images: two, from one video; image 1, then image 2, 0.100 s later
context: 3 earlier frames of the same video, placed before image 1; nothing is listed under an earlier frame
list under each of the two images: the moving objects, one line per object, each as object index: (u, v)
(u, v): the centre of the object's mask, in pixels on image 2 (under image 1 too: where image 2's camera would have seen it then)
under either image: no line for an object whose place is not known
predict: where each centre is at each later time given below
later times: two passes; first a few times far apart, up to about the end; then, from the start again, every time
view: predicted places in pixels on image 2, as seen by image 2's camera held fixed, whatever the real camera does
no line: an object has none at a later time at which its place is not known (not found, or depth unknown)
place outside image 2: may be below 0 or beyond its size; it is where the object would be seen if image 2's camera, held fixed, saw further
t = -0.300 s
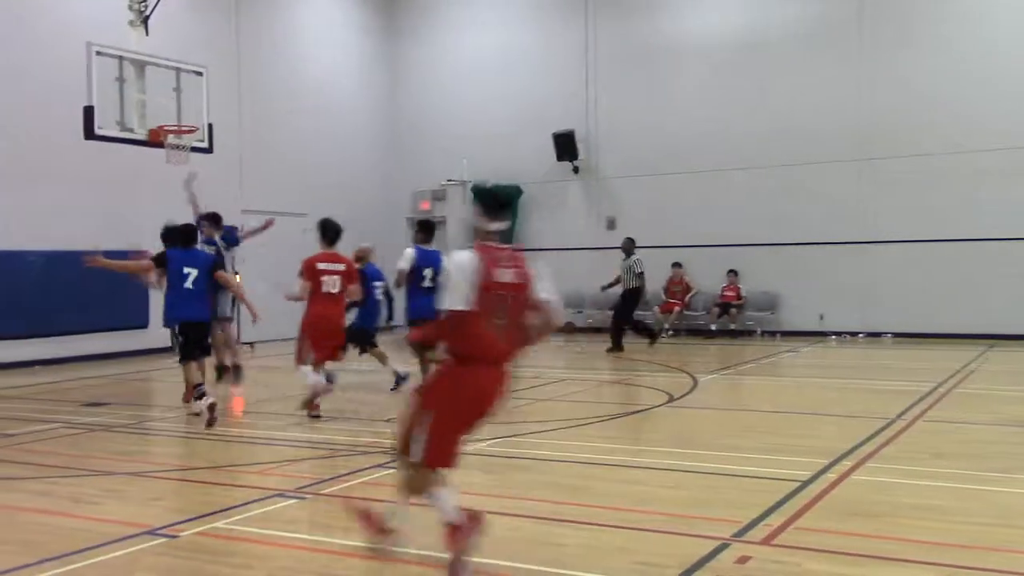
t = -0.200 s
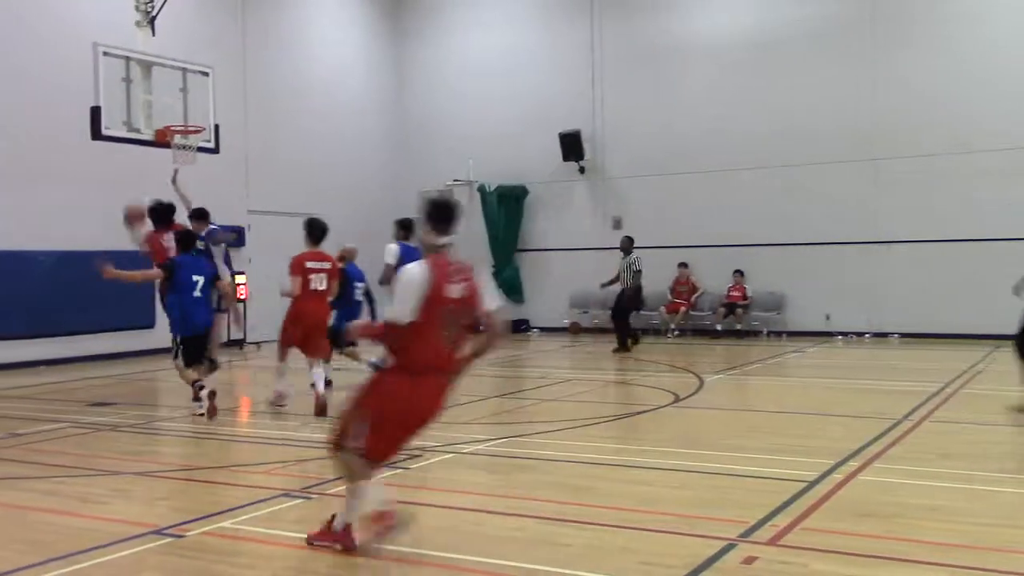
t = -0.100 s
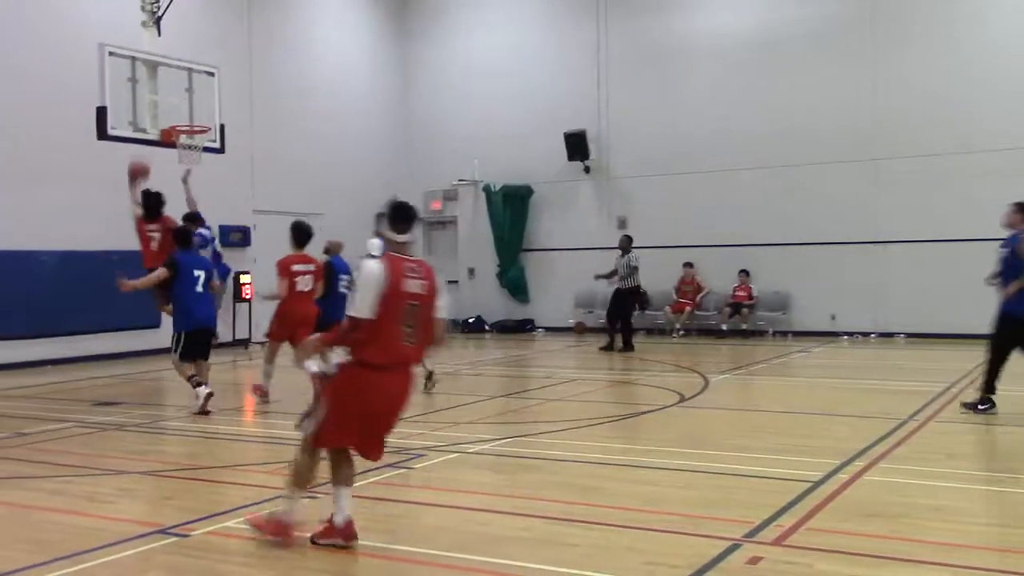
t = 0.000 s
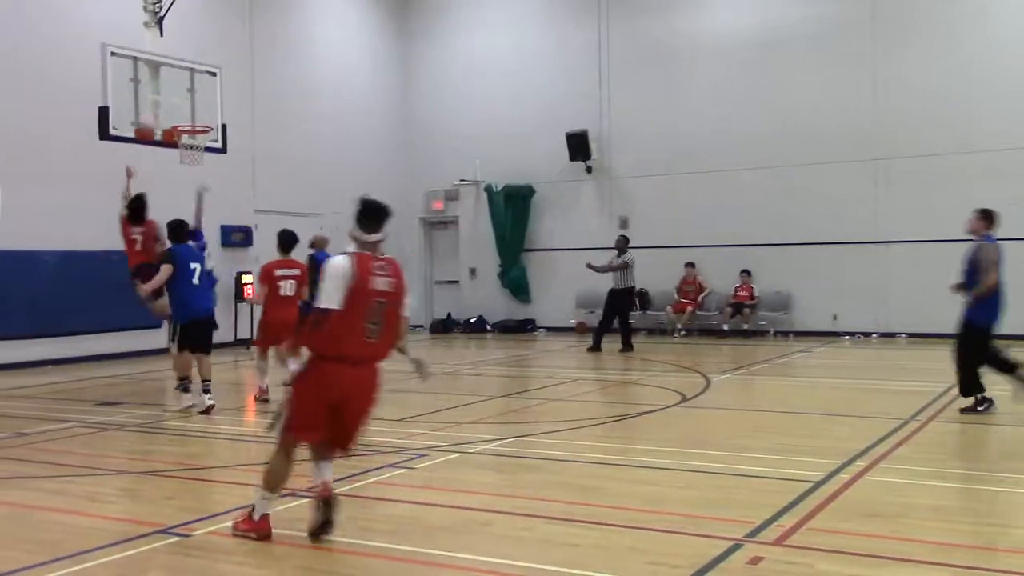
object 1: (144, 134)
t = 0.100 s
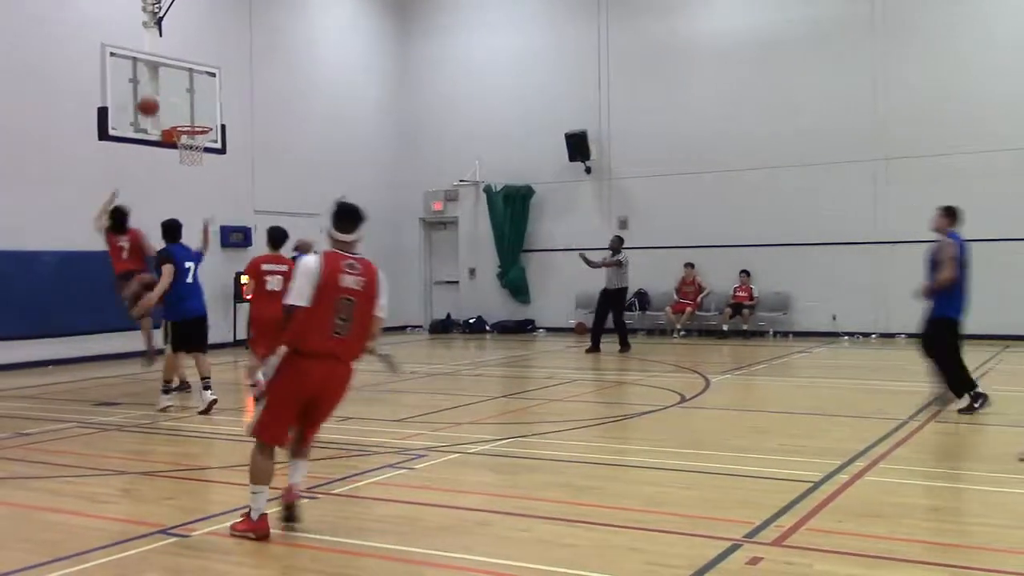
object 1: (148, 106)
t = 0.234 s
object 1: (157, 85)
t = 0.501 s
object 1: (196, 88)
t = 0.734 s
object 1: (232, 138)
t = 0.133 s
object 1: (149, 99)
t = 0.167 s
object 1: (150, 93)
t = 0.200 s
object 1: (153, 88)
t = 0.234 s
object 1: (157, 85)
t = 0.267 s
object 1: (162, 83)
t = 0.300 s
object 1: (167, 80)
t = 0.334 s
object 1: (172, 79)
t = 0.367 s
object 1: (176, 79)
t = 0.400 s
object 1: (182, 80)
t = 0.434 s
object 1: (186, 83)
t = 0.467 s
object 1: (191, 84)
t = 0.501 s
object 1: (196, 88)
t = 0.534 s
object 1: (202, 93)
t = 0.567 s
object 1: (206, 98)
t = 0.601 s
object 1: (211, 104)
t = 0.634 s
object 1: (217, 111)
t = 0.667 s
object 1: (221, 118)
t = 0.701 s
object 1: (227, 128)
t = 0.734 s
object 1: (232, 138)
